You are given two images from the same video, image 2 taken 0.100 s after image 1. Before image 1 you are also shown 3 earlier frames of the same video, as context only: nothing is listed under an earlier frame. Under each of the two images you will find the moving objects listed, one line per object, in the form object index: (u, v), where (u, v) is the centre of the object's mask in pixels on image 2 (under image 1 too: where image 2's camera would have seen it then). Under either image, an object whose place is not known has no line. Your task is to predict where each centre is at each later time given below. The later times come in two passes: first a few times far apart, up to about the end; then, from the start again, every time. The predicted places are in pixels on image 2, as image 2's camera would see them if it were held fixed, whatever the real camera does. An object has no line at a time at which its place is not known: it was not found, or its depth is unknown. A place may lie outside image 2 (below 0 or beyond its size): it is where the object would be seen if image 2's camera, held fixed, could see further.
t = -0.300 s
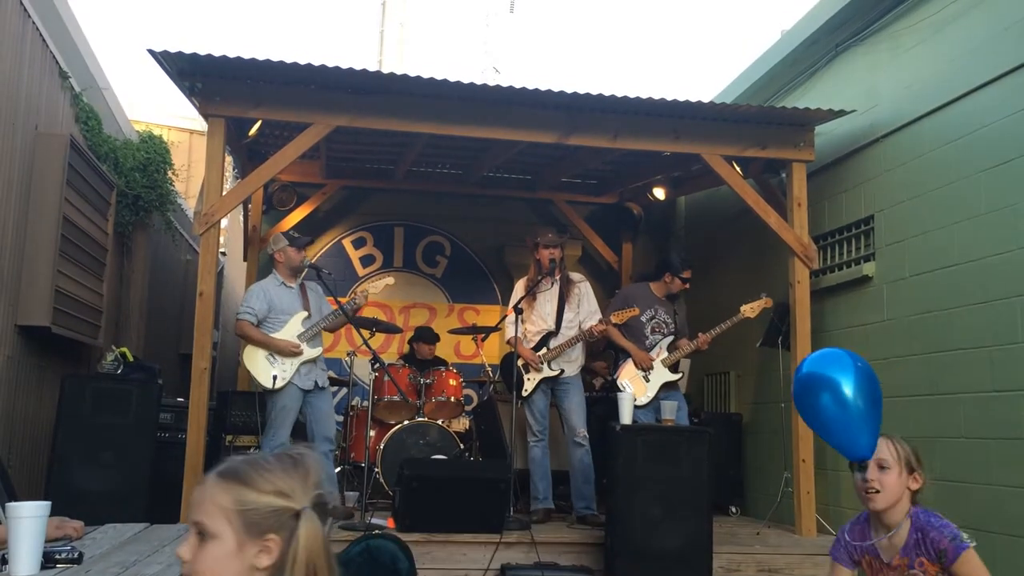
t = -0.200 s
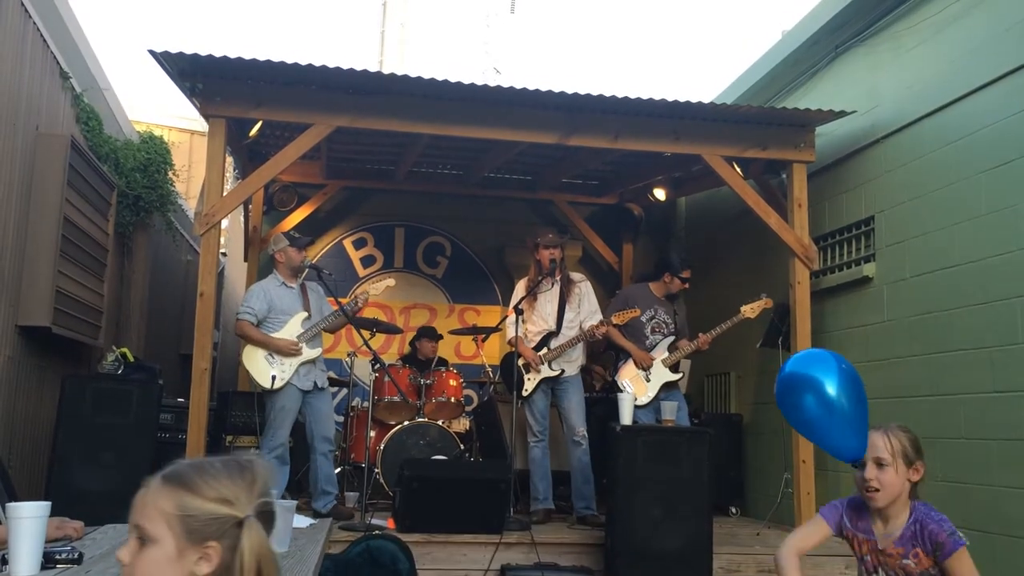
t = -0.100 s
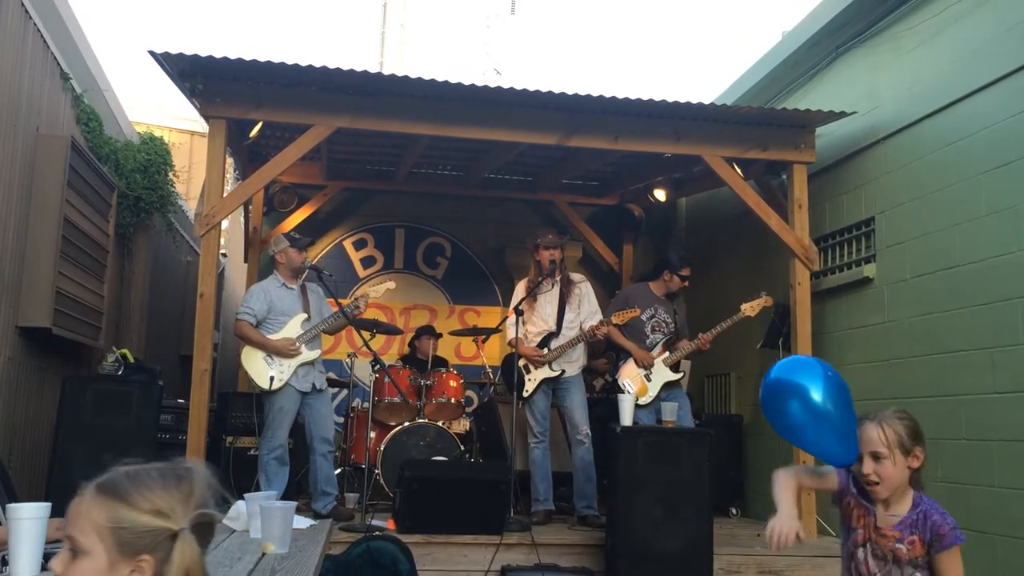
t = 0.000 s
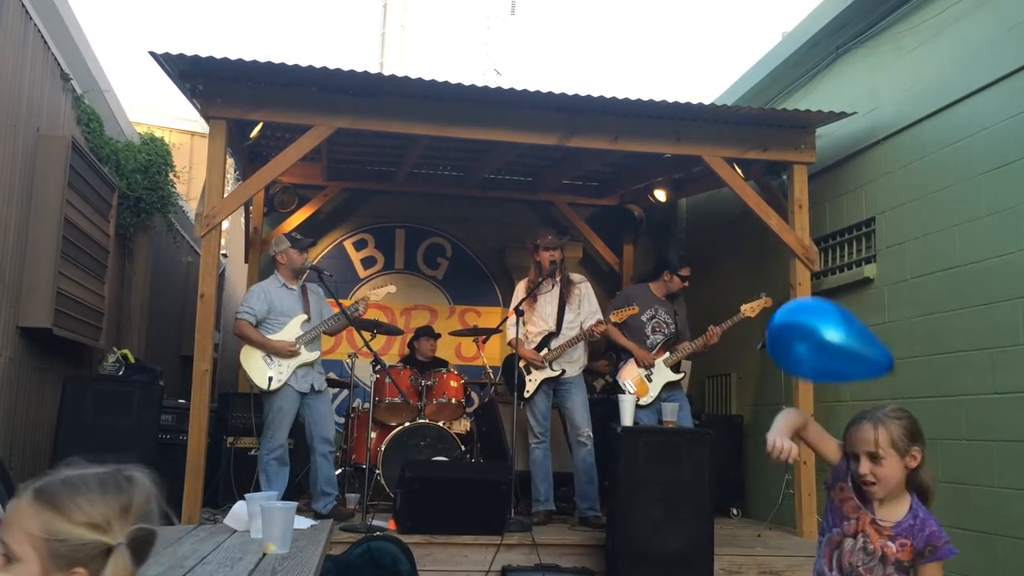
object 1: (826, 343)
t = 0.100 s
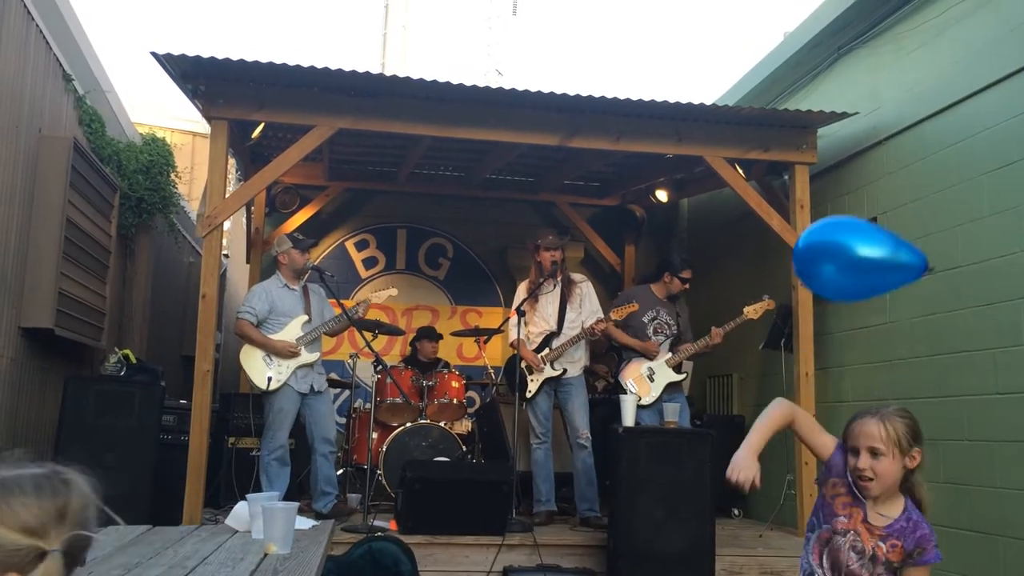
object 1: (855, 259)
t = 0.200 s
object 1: (874, 197)
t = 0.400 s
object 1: (880, 120)
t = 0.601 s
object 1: (872, 86)
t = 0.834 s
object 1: (860, 92)
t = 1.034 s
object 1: (850, 121)
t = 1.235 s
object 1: (838, 172)
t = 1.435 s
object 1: (816, 247)
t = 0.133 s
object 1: (862, 236)
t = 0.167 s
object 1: (869, 215)
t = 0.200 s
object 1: (874, 197)
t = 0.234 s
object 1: (877, 180)
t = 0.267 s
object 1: (879, 166)
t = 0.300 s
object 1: (880, 152)
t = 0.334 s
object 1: (881, 140)
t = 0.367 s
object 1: (881, 129)
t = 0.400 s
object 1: (880, 120)
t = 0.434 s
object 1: (879, 111)
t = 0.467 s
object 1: (878, 104)
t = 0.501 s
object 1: (877, 98)
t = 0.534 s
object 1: (875, 93)
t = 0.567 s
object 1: (874, 89)
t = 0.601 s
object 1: (872, 86)
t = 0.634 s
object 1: (870, 84)
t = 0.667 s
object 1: (869, 83)
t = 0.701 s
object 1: (867, 83)
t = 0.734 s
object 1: (865, 84)
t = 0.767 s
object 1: (863, 86)
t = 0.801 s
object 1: (861, 89)
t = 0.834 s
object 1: (860, 92)
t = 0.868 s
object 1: (858, 95)
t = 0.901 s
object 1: (856, 99)
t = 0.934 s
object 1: (855, 104)
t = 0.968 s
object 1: (853, 109)
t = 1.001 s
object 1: (852, 115)
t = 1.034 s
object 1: (850, 121)
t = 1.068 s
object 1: (849, 128)
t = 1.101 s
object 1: (847, 136)
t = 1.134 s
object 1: (845, 144)
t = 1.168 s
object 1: (843, 153)
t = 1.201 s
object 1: (840, 163)
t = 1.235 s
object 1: (838, 172)
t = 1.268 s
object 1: (835, 184)
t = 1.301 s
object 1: (832, 195)
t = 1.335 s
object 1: (828, 206)
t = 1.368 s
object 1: (824, 219)
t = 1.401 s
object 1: (821, 233)
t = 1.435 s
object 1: (816, 247)
